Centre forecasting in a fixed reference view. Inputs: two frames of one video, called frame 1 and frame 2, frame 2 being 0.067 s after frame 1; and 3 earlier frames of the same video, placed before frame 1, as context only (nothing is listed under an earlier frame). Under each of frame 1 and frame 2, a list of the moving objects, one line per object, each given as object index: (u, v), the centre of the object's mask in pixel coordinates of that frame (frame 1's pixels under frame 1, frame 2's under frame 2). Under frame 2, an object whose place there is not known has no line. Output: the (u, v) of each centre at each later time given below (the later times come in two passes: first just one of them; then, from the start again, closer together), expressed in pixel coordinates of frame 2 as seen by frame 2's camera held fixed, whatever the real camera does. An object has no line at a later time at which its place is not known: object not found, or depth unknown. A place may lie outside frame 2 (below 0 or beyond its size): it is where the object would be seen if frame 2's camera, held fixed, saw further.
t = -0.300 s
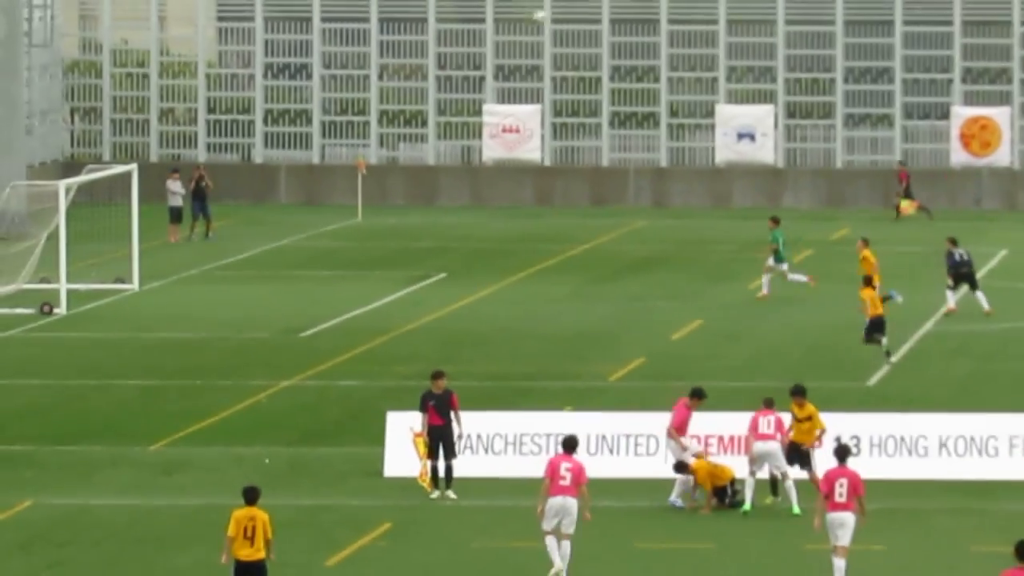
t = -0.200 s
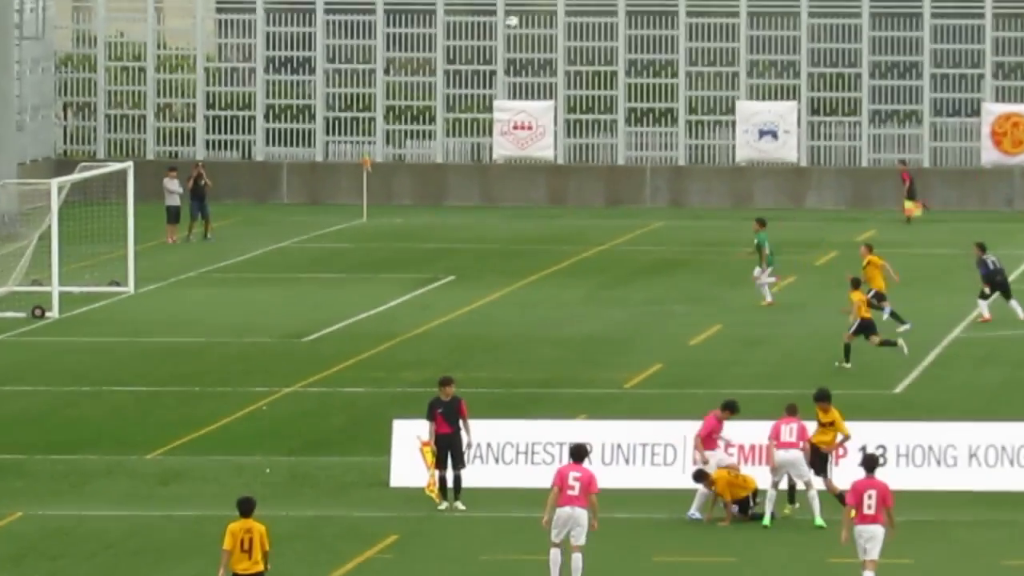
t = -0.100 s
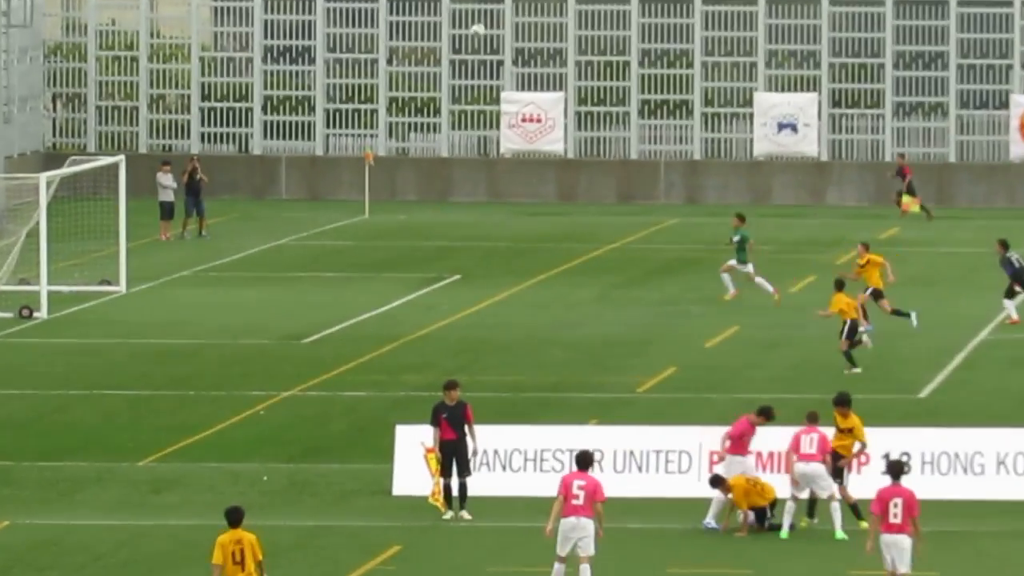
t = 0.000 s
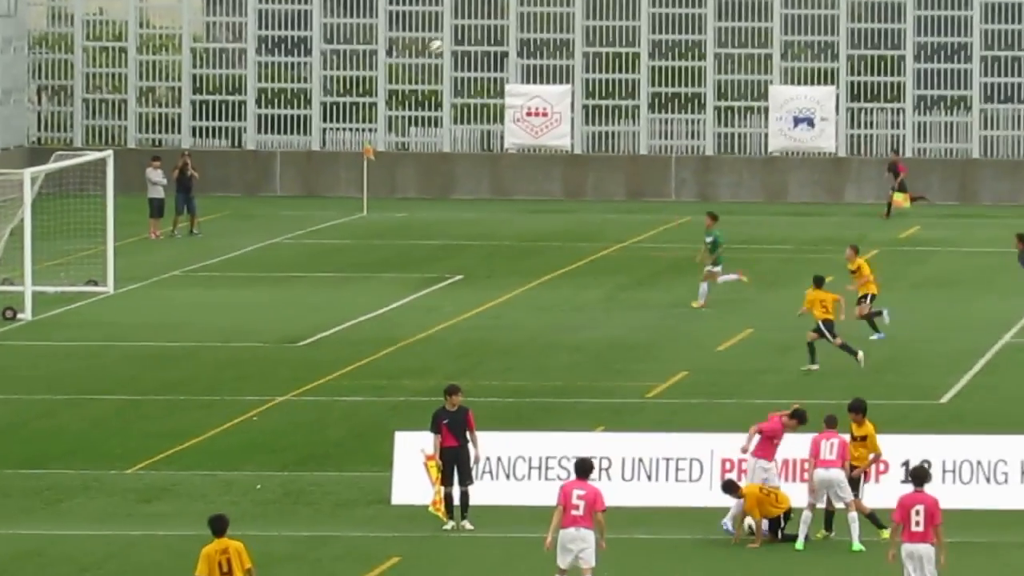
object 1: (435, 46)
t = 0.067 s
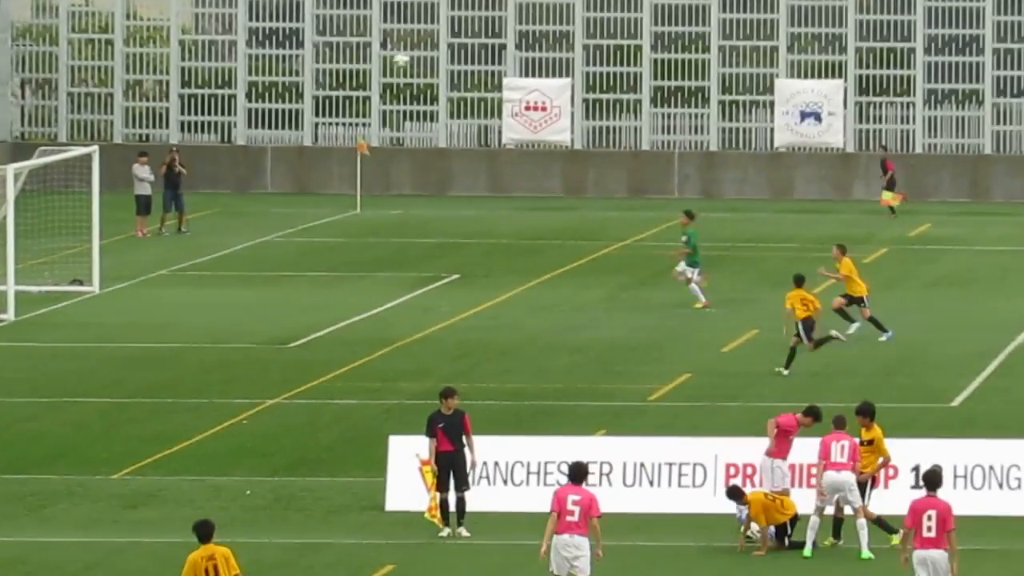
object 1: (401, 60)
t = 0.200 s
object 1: (331, 100)
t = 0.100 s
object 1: (384, 66)
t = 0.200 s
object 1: (331, 100)
